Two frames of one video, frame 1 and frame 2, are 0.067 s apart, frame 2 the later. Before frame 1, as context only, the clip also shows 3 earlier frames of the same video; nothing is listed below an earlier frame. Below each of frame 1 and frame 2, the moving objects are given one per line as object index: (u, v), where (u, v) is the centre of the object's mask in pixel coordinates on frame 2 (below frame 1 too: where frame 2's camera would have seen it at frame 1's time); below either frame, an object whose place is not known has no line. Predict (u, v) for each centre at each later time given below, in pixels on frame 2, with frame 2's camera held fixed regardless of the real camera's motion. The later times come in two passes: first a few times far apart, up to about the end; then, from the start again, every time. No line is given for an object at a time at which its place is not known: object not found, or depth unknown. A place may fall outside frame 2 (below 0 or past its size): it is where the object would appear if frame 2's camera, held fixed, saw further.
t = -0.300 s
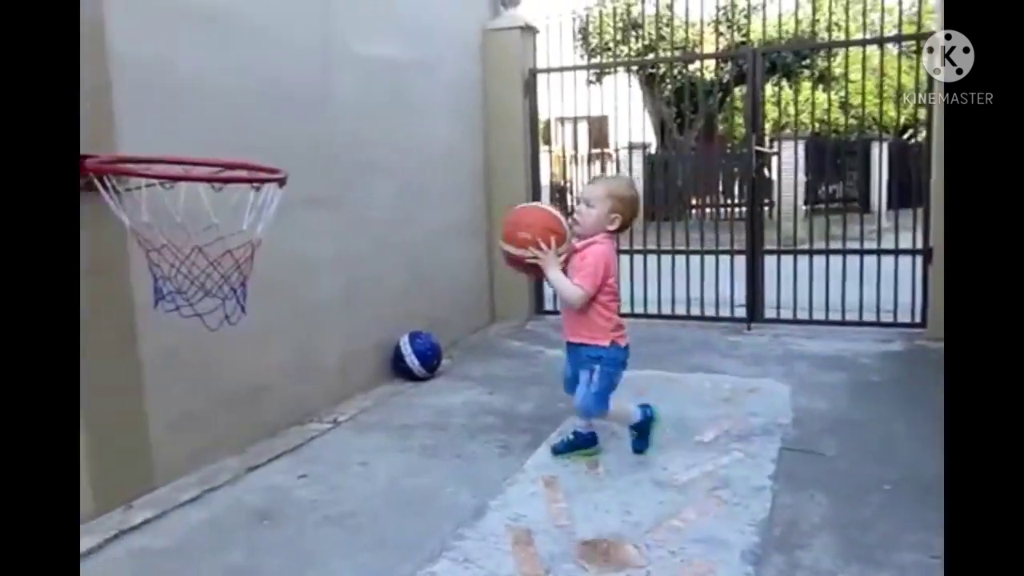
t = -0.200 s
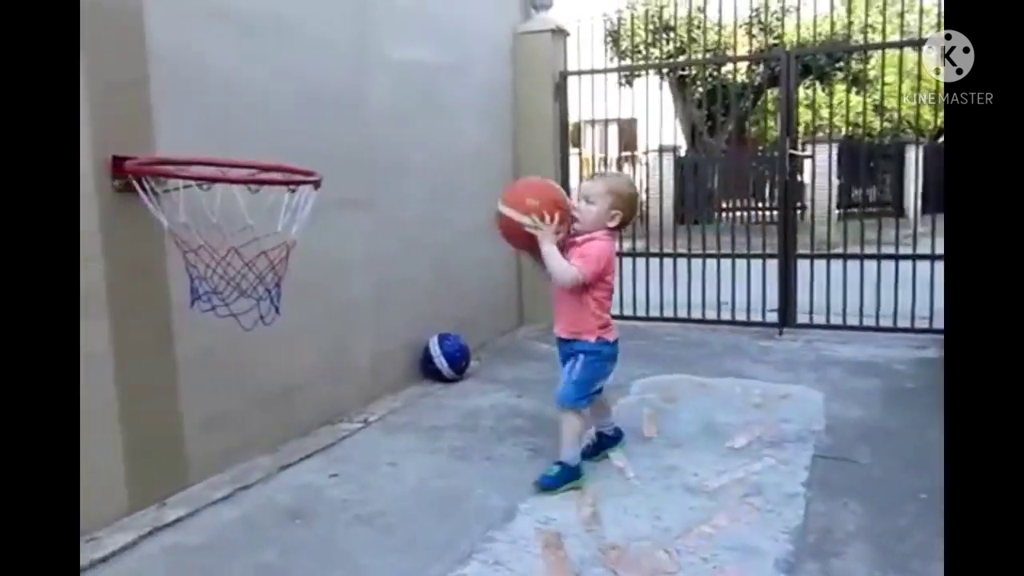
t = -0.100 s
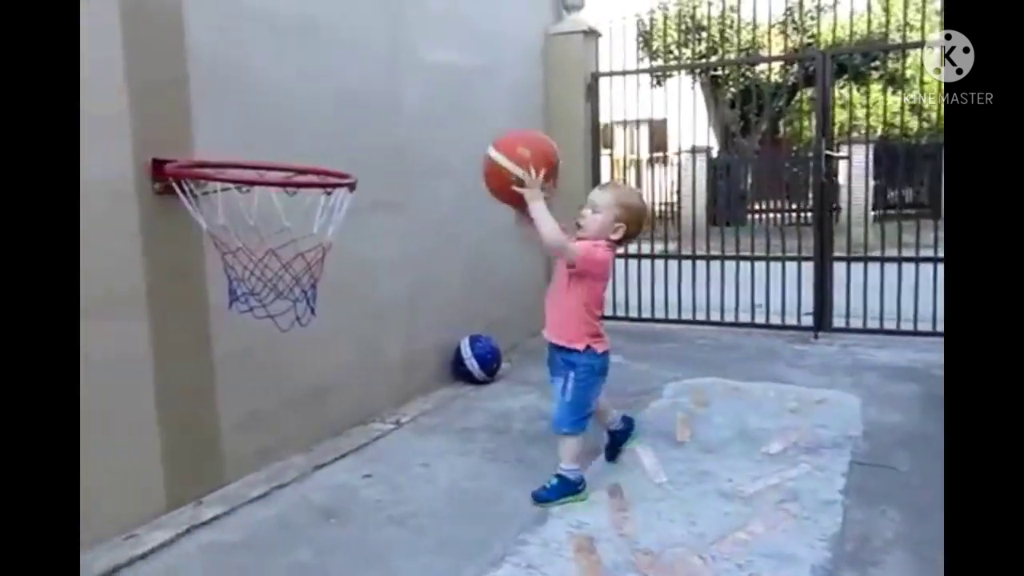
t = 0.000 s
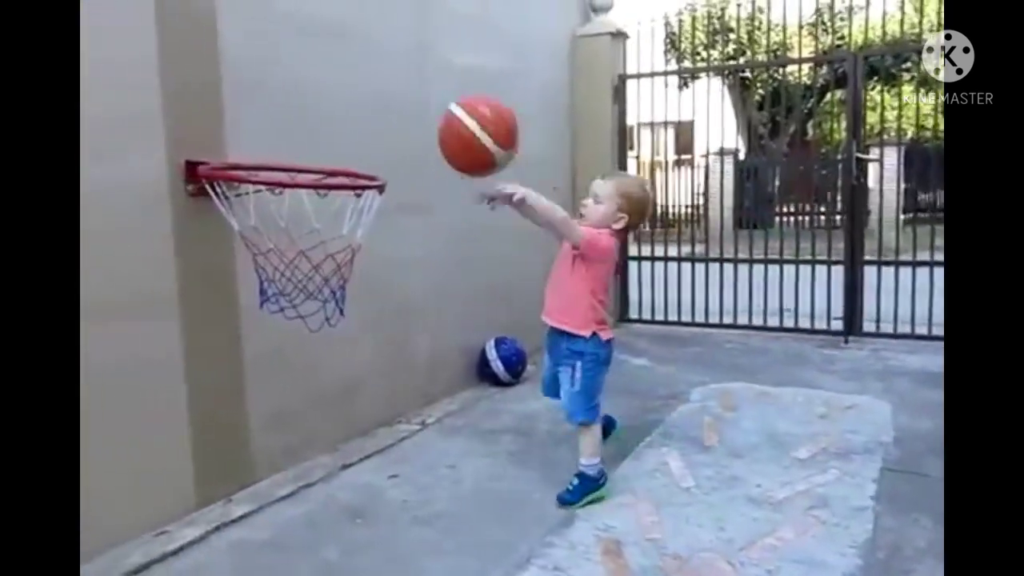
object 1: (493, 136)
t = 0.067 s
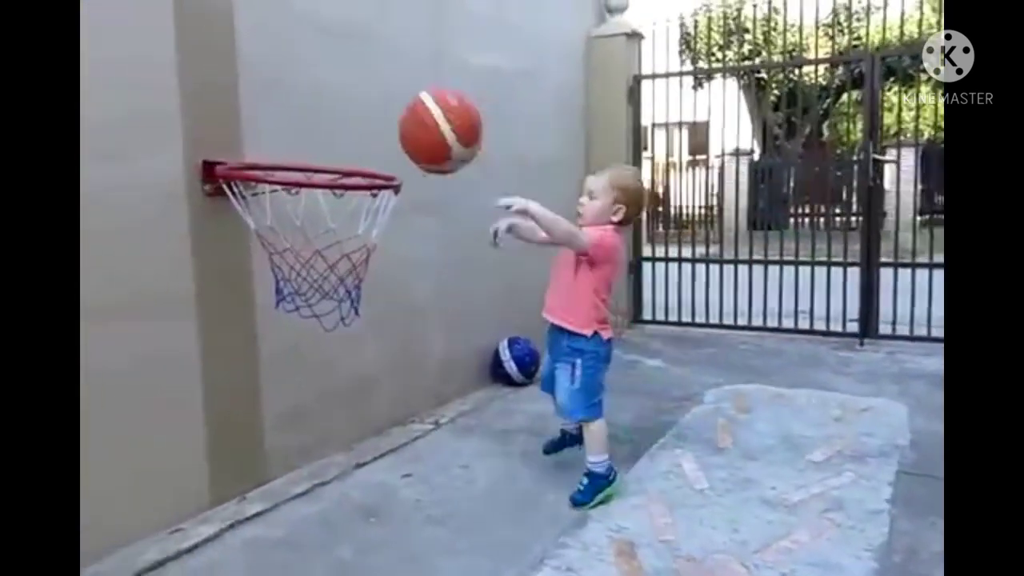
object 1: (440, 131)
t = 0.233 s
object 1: (317, 146)
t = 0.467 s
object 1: (274, 185)
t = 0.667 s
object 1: (324, 259)
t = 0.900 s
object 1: (399, 416)
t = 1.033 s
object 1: (422, 374)
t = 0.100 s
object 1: (413, 134)
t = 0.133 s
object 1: (386, 139)
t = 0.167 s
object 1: (362, 142)
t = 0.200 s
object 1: (338, 146)
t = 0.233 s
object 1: (317, 146)
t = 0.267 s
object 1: (300, 147)
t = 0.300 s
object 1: (284, 148)
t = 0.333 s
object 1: (276, 158)
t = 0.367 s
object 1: (270, 164)
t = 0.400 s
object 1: (271, 167)
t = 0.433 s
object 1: (272, 174)
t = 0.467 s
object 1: (274, 185)
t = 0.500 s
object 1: (284, 196)
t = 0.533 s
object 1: (289, 215)
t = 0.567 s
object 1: (297, 225)
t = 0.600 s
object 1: (306, 235)
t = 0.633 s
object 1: (312, 246)
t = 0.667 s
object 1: (324, 259)
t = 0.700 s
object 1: (336, 272)
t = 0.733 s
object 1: (346, 285)
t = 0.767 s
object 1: (357, 304)
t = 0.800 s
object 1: (368, 328)
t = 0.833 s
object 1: (378, 353)
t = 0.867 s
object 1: (388, 382)
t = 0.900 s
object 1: (399, 416)
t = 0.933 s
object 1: (409, 452)
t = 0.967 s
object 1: (413, 426)
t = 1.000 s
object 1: (417, 399)
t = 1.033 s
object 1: (422, 374)
